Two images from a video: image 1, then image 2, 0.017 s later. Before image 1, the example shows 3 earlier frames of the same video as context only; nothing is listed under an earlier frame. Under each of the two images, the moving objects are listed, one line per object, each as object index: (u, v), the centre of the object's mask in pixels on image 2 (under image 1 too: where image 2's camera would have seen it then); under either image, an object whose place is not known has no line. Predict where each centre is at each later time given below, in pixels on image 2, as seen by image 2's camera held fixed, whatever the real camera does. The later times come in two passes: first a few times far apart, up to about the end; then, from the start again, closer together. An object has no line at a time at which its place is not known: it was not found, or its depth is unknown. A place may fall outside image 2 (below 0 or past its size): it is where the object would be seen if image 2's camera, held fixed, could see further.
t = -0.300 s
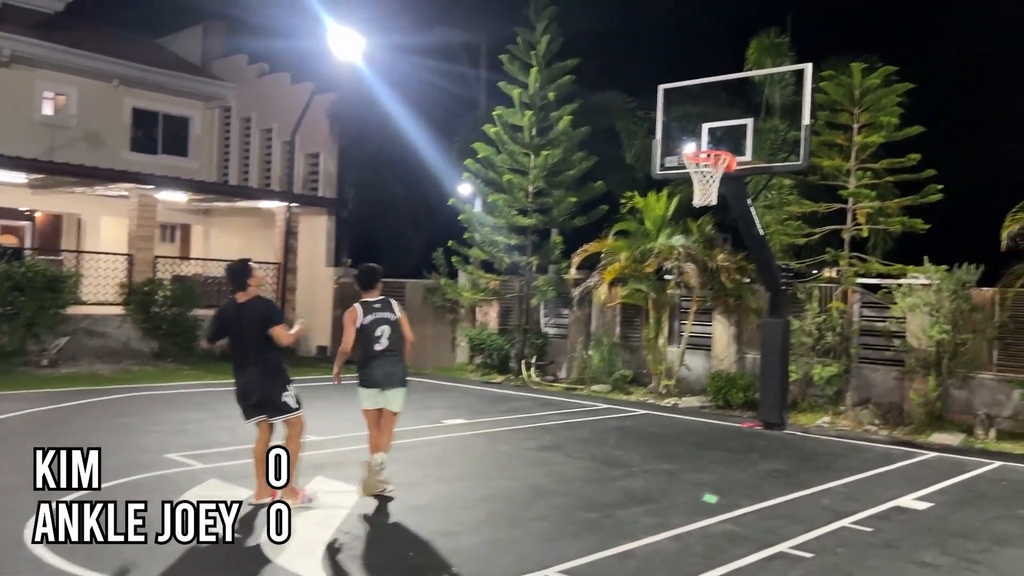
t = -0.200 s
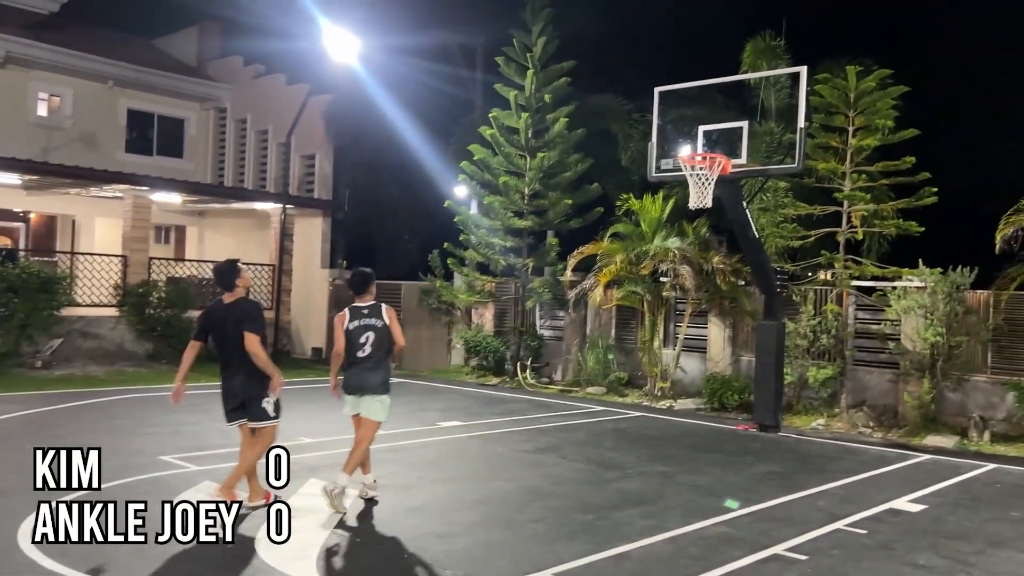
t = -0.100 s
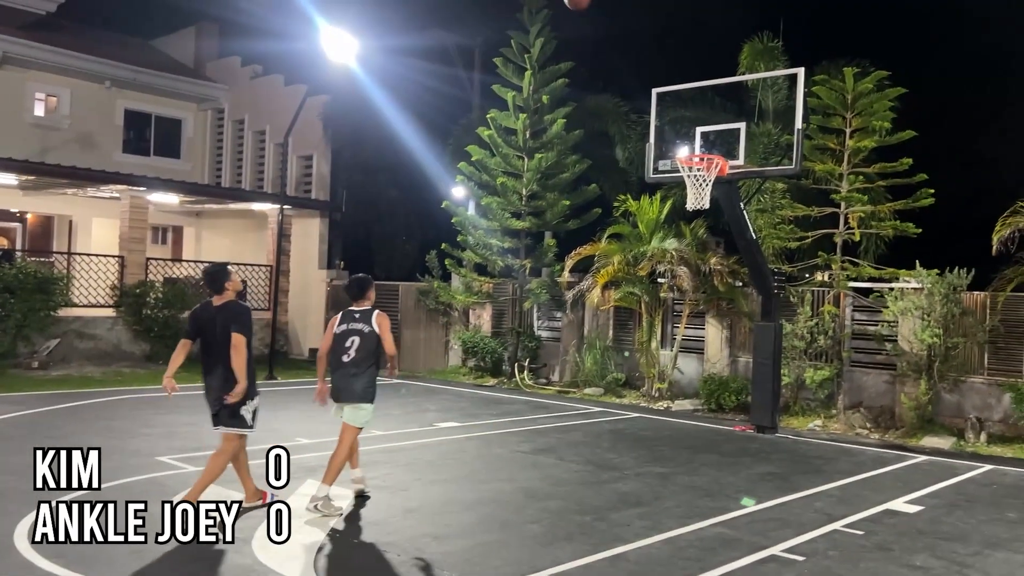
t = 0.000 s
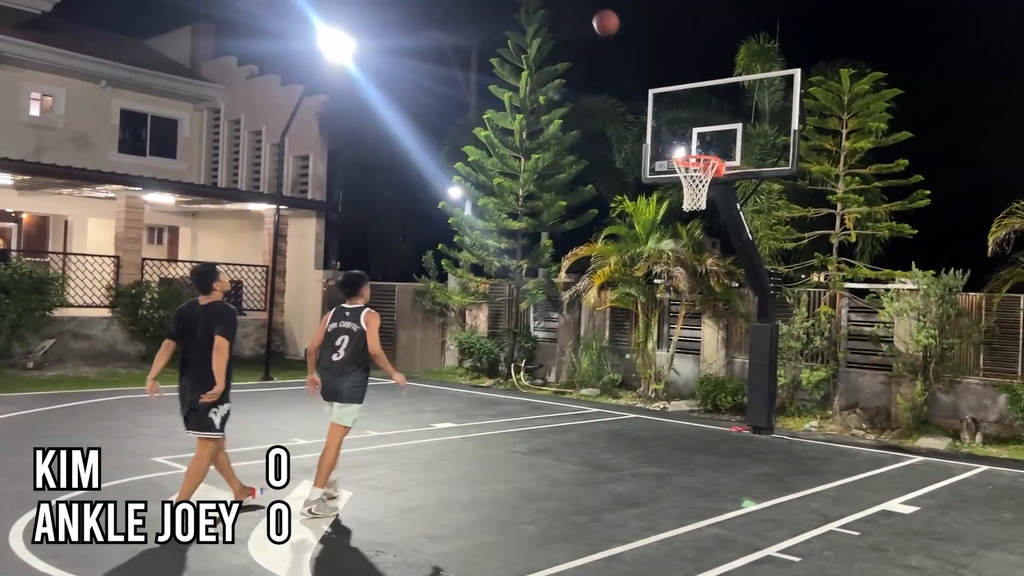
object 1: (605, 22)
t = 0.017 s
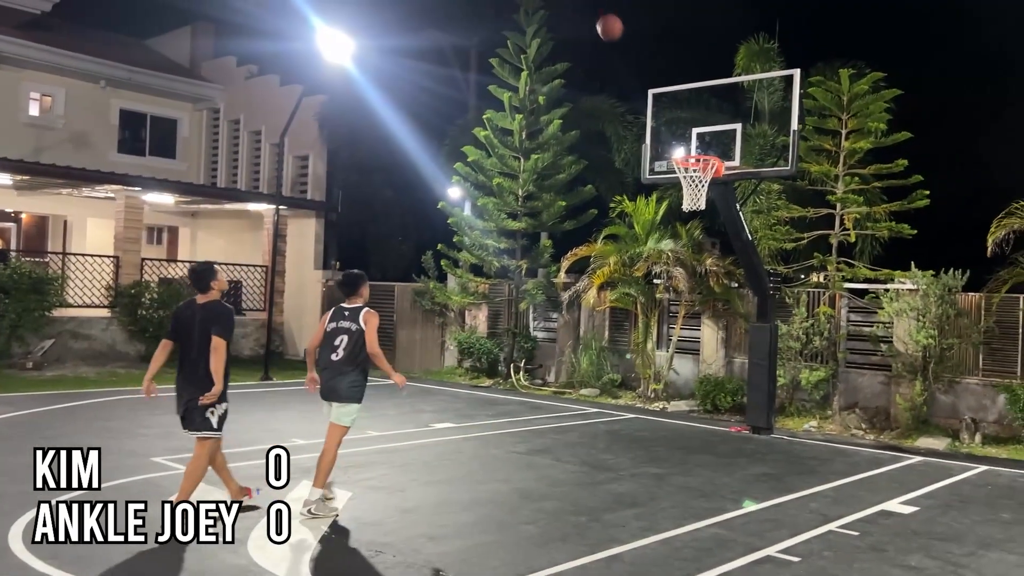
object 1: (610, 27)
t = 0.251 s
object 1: (664, 113)
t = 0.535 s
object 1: (737, 139)
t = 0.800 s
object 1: (770, 153)
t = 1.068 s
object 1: (804, 247)
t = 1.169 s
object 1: (818, 306)
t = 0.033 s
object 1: (614, 32)
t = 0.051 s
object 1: (618, 37)
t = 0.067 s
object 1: (623, 43)
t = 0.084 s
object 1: (627, 48)
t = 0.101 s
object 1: (631, 54)
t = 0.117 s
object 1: (635, 60)
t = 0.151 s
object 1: (642, 72)
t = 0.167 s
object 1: (646, 78)
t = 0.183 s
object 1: (649, 85)
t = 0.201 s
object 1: (654, 92)
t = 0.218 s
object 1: (657, 100)
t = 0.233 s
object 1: (662, 106)
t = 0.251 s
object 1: (664, 113)
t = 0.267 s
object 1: (667, 121)
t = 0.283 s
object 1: (671, 129)
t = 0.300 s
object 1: (673, 135)
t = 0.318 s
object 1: (677, 144)
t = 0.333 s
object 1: (680, 149)
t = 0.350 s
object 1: (683, 149)
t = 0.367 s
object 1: (693, 148)
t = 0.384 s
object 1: (698, 147)
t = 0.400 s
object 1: (704, 146)
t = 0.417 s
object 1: (709, 145)
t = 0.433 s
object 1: (714, 145)
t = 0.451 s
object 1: (721, 144)
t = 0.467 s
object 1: (725, 144)
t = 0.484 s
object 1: (731, 142)
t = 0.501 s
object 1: (733, 141)
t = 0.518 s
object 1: (736, 140)
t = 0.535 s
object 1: (737, 139)
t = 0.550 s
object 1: (740, 137)
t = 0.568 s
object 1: (742, 136)
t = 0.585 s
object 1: (744, 136)
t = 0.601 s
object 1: (746, 135)
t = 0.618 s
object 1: (748, 135)
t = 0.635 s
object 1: (751, 135)
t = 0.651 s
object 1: (753, 136)
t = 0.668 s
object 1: (754, 137)
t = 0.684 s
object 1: (756, 138)
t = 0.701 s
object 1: (757, 139)
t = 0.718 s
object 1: (760, 141)
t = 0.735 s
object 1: (762, 142)
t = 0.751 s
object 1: (764, 144)
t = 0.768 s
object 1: (766, 147)
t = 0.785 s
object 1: (768, 150)
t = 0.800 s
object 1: (770, 153)
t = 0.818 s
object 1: (772, 156)
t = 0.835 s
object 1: (774, 160)
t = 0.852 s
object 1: (777, 164)
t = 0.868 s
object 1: (779, 169)
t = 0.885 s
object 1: (781, 173)
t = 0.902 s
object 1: (784, 179)
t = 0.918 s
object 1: (786, 184)
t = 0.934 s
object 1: (788, 189)
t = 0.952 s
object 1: (790, 195)
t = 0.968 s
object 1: (792, 201)
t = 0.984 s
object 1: (794, 208)
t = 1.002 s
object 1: (796, 215)
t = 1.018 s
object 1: (797, 222)
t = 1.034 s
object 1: (800, 230)
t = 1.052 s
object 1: (802, 238)
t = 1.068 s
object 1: (804, 247)
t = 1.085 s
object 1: (806, 256)
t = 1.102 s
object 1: (809, 265)
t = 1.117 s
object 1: (811, 275)
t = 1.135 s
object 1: (814, 285)
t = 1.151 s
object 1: (815, 295)
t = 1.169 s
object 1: (818, 306)
